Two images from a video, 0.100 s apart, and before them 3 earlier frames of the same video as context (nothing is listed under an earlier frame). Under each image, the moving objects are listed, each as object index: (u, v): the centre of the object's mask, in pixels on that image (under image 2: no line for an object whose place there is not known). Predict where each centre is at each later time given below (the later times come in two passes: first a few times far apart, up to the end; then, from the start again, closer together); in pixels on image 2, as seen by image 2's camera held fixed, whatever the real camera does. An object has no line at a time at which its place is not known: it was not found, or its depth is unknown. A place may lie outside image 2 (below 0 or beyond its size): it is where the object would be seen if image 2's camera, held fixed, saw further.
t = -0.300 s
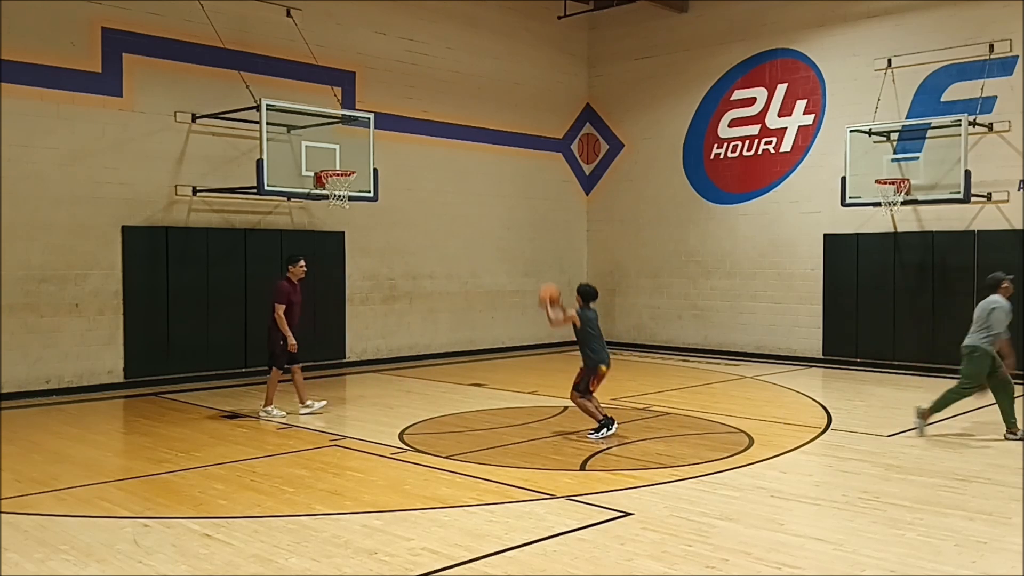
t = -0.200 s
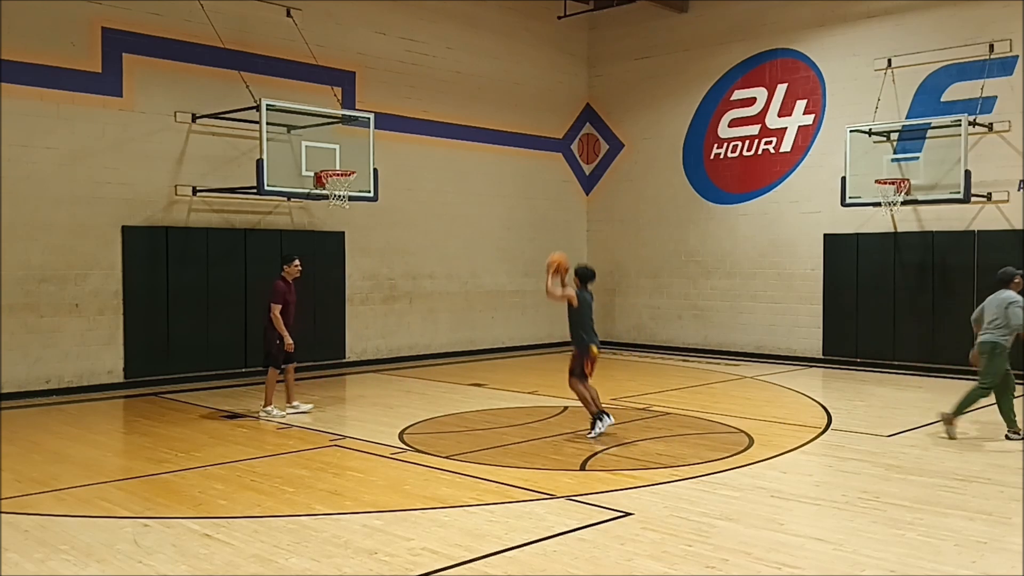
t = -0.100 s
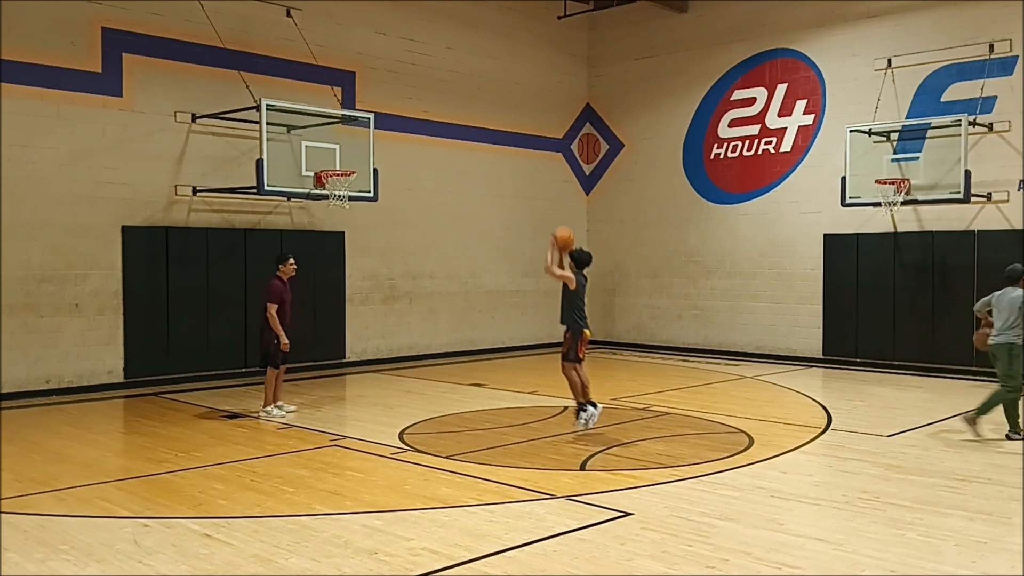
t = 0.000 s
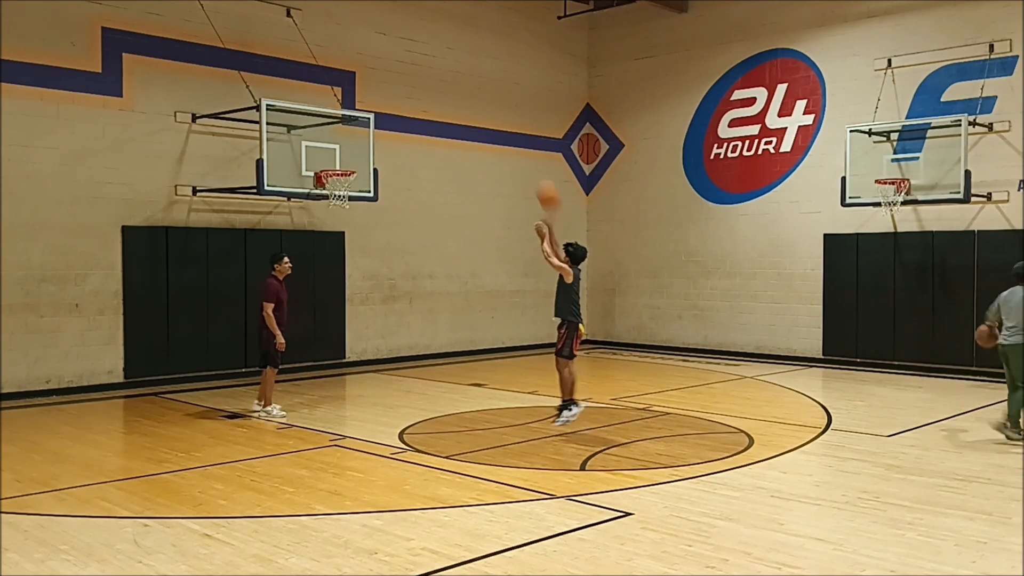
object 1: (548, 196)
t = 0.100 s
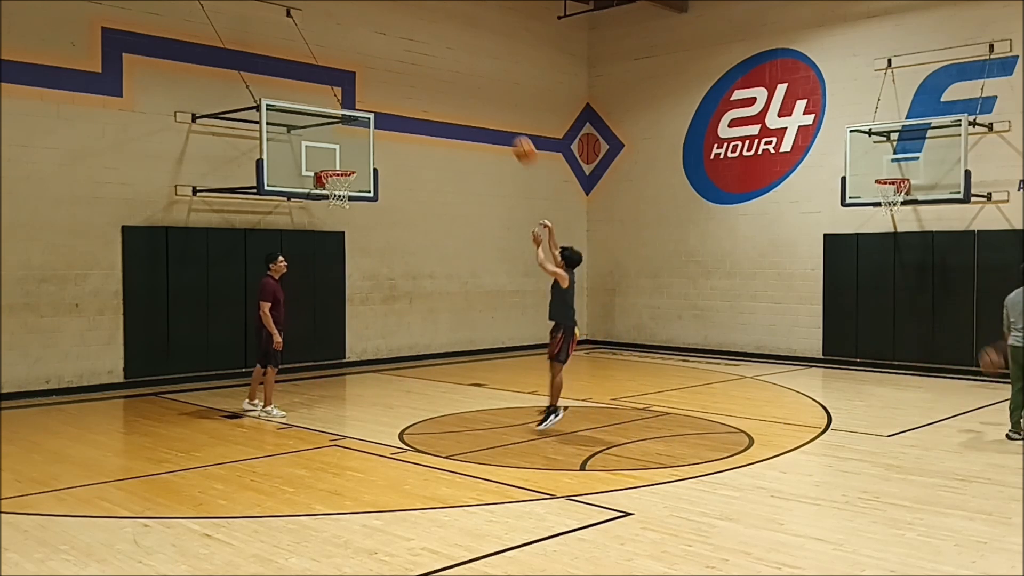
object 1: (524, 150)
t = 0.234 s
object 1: (494, 106)
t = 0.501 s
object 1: (439, 70)
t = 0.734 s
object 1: (396, 87)
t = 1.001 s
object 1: (351, 156)
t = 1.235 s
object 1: (330, 160)
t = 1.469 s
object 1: (326, 148)
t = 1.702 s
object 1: (328, 163)
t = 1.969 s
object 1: (343, 163)
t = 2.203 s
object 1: (336, 172)
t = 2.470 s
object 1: (332, 201)
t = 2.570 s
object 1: (332, 212)
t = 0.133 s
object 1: (517, 137)
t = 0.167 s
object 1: (509, 126)
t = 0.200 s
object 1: (501, 115)
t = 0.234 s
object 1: (494, 106)
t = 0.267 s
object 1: (487, 98)
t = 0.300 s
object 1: (480, 91)
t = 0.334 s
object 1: (473, 85)
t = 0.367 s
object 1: (466, 80)
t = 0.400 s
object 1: (459, 76)
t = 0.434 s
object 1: (452, 73)
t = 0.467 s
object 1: (446, 71)
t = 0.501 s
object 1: (439, 70)
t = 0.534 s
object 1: (433, 70)
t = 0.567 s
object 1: (426, 71)
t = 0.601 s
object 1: (420, 72)
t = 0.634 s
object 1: (414, 75)
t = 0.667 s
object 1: (408, 78)
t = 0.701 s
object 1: (402, 82)
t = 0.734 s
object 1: (396, 87)
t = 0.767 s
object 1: (390, 93)
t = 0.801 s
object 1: (384, 100)
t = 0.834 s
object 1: (379, 107)
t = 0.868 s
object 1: (374, 114)
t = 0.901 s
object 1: (368, 124)
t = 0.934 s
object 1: (361, 135)
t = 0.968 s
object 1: (356, 145)
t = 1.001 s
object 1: (351, 156)
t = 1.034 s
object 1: (347, 163)
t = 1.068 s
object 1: (344, 162)
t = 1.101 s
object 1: (340, 162)
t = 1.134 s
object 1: (337, 162)
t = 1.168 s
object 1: (333, 163)
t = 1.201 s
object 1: (331, 164)
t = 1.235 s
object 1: (330, 160)
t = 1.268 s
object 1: (329, 156)
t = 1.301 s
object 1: (329, 153)
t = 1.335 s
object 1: (328, 151)
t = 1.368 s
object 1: (327, 149)
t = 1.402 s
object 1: (327, 148)
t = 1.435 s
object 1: (326, 148)
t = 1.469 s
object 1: (326, 148)
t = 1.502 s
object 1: (326, 147)
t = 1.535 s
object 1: (327, 148)
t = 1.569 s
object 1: (327, 150)
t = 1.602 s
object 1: (327, 152)
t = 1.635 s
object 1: (328, 155)
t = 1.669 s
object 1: (328, 159)
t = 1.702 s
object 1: (328, 163)
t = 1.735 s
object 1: (330, 162)
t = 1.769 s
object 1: (331, 161)
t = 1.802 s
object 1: (333, 159)
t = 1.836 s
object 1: (335, 159)
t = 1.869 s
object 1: (337, 159)
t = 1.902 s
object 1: (339, 160)
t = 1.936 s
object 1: (341, 161)
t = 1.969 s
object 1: (343, 163)
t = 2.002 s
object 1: (344, 164)
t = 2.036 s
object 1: (343, 164)
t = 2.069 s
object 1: (341, 164)
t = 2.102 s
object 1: (340, 164)
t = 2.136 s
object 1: (339, 165)
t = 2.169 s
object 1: (337, 169)
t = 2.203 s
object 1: (336, 172)
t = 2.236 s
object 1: (336, 179)
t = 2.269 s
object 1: (336, 182)
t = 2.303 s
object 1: (332, 187)
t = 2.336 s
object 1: (331, 190)
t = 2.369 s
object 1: (332, 192)
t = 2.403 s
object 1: (331, 193)
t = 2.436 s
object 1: (332, 198)
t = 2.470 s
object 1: (332, 201)
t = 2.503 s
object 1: (331, 209)
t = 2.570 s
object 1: (332, 212)
